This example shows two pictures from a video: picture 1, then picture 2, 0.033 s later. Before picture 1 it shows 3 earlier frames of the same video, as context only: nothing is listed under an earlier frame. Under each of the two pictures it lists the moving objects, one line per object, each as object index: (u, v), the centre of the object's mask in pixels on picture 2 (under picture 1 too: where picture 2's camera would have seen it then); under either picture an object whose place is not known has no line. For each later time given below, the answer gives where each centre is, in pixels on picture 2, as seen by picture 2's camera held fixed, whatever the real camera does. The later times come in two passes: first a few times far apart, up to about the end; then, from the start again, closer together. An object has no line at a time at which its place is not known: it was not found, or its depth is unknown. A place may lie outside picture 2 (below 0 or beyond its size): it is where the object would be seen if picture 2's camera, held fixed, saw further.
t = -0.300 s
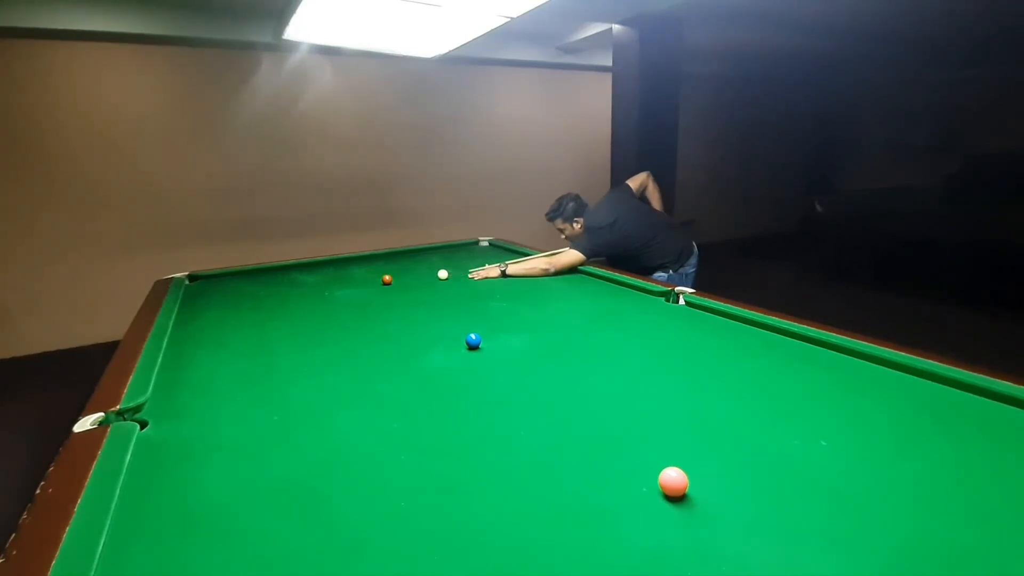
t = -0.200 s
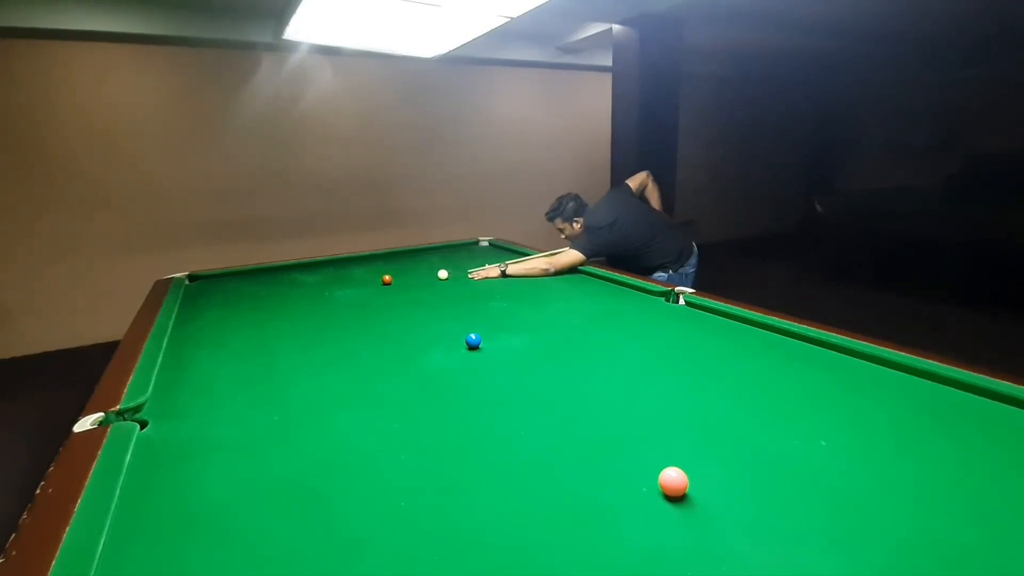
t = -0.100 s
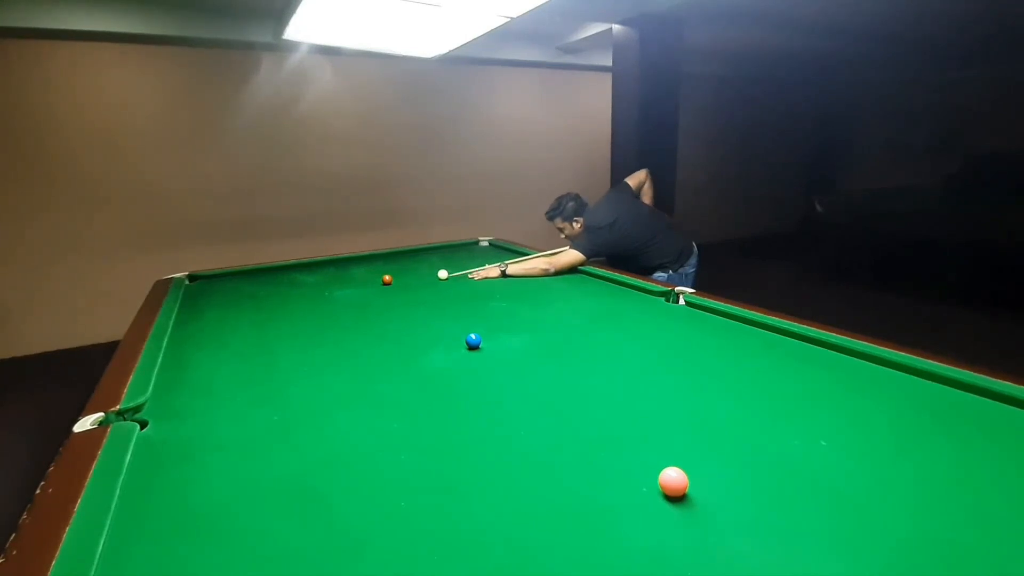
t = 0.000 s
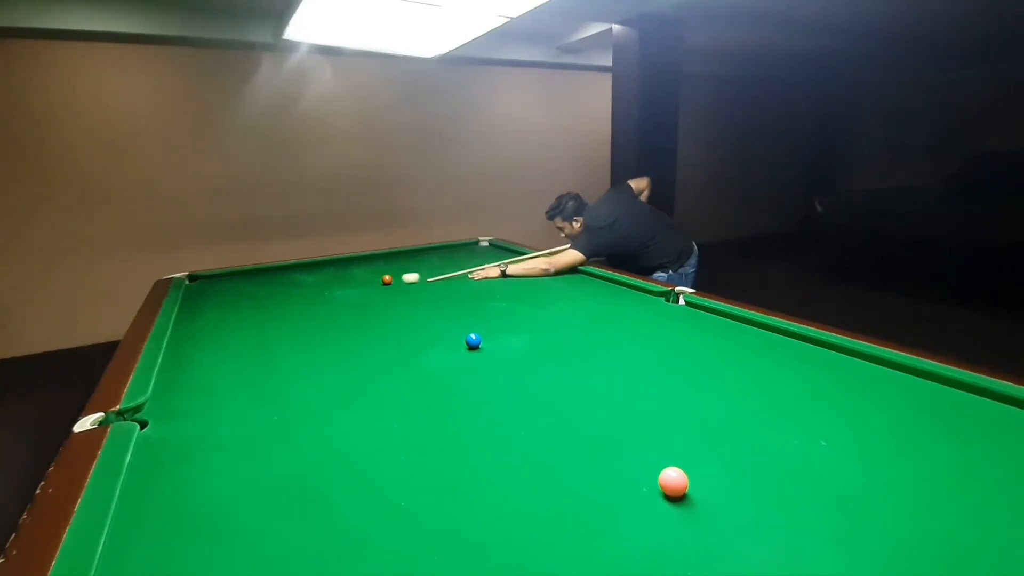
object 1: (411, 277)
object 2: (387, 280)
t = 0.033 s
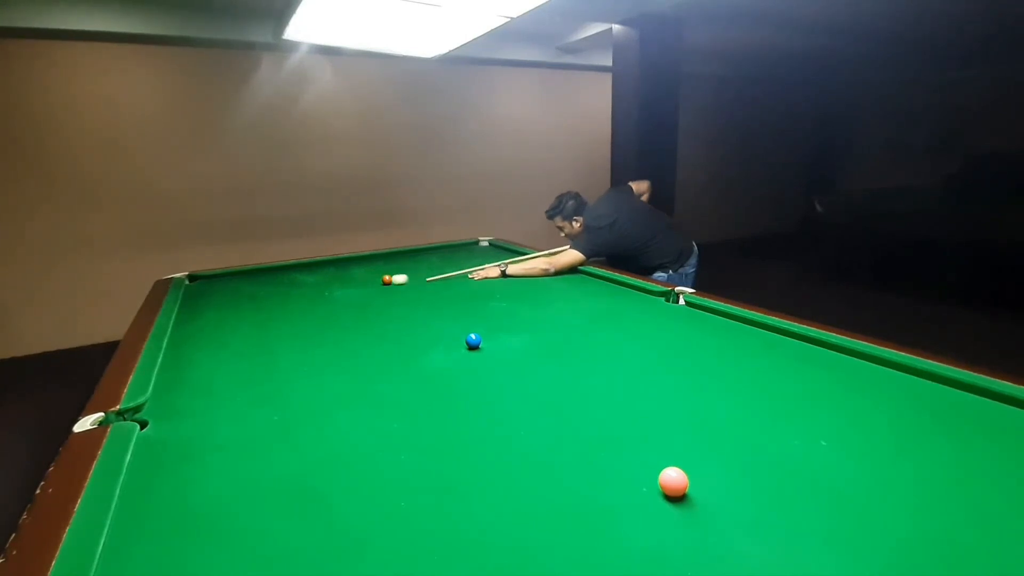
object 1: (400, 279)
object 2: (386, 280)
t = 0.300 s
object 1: (387, 287)
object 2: (332, 280)
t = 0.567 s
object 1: (383, 294)
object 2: (284, 280)
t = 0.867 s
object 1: (378, 301)
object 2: (232, 279)
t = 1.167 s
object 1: (372, 309)
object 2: (188, 279)
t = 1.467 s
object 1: (367, 317)
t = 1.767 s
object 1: (362, 325)
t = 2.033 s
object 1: (358, 331)
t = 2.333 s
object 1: (353, 339)
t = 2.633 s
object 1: (349, 345)
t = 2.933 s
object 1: (346, 352)
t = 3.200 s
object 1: (342, 357)
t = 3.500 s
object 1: (340, 362)
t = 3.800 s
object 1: (338, 366)
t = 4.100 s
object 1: (337, 368)
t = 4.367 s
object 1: (337, 369)
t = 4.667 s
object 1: (337, 369)
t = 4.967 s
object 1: (337, 369)
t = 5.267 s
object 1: (337, 369)
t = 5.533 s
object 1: (337, 369)
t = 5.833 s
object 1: (337, 369)
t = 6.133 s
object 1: (337, 369)
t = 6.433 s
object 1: (337, 369)
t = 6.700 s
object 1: (337, 369)
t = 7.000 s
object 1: (337, 369)
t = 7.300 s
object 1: (337, 369)
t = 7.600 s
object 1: (337, 369)
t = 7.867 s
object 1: (337, 369)
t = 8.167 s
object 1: (337, 370)
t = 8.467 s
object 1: (337, 369)
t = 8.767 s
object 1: (337, 369)
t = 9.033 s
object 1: (337, 369)
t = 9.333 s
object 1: (337, 369)
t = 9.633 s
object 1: (337, 369)
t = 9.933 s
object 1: (337, 369)
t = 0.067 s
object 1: (395, 280)
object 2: (381, 280)
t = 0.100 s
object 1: (393, 281)
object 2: (372, 280)
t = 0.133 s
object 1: (391, 282)
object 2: (365, 280)
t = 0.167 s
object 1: (390, 284)
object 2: (358, 280)
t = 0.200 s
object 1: (389, 285)
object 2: (352, 280)
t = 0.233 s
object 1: (389, 285)
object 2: (345, 280)
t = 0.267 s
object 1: (388, 286)
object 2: (339, 280)
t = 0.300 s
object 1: (387, 287)
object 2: (332, 280)
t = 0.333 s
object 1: (387, 288)
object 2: (326, 280)
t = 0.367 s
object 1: (386, 289)
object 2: (320, 280)
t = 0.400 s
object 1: (386, 290)
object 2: (314, 280)
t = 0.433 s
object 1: (385, 290)
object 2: (308, 280)
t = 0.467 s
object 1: (384, 291)
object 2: (302, 280)
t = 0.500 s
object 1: (384, 292)
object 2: (295, 280)
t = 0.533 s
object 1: (383, 293)
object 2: (290, 280)
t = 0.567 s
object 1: (383, 294)
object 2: (284, 280)
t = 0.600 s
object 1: (382, 295)
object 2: (278, 280)
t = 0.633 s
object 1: (382, 296)
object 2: (272, 280)
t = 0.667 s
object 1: (381, 297)
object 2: (266, 280)
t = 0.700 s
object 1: (381, 297)
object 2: (260, 280)
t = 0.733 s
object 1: (380, 298)
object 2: (255, 280)
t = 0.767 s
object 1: (379, 299)
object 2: (249, 280)
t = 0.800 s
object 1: (379, 300)
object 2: (243, 280)
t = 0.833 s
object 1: (378, 301)
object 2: (238, 279)
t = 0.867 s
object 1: (378, 301)
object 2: (232, 279)
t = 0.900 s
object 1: (377, 302)
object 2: (227, 279)
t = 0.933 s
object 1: (376, 303)
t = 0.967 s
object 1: (376, 304)
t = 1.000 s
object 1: (375, 305)
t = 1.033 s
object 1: (375, 305)
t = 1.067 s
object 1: (374, 307)
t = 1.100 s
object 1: (373, 307)
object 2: (195, 279)
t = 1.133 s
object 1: (373, 308)
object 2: (191, 278)
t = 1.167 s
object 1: (372, 309)
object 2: (188, 279)
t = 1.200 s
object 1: (371, 310)
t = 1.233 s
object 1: (371, 310)
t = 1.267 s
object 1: (370, 312)
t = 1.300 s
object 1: (370, 313)
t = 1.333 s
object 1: (369, 313)
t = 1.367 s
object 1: (368, 315)
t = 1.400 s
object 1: (368, 315)
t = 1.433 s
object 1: (367, 316)
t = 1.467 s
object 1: (367, 317)
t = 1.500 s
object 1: (366, 318)
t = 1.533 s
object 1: (366, 319)
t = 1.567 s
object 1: (365, 320)
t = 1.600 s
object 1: (365, 320)
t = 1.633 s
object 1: (364, 321)
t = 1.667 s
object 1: (364, 322)
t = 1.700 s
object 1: (363, 323)
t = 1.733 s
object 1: (362, 324)
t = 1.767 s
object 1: (362, 325)
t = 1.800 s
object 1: (361, 326)
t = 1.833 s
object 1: (361, 326)
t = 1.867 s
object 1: (360, 327)
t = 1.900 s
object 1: (360, 328)
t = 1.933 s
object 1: (359, 329)
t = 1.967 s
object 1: (359, 330)
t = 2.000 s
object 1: (358, 331)
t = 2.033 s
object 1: (358, 331)
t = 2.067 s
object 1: (357, 332)
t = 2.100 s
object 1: (357, 333)
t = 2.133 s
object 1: (356, 334)
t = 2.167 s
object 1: (356, 335)
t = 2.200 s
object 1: (355, 335)
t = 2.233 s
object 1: (355, 336)
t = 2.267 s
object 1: (354, 337)
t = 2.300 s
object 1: (354, 338)
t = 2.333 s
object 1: (353, 339)
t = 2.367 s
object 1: (353, 339)
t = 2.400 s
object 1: (352, 340)
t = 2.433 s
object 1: (352, 341)
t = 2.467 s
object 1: (352, 342)
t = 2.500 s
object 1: (351, 342)
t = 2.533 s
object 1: (351, 343)
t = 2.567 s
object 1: (350, 344)
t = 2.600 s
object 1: (350, 345)
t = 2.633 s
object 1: (349, 345)
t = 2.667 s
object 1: (349, 346)
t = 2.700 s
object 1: (348, 347)
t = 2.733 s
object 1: (348, 348)
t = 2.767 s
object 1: (348, 348)
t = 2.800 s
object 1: (347, 349)
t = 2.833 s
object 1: (347, 350)
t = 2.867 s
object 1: (346, 351)
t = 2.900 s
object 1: (346, 351)
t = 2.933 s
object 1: (346, 352)
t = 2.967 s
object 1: (345, 353)
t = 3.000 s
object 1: (345, 353)
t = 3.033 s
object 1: (344, 354)
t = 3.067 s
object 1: (344, 355)
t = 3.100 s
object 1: (344, 355)
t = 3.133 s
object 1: (343, 356)
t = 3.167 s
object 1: (343, 356)
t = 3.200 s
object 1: (342, 357)
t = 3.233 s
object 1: (342, 358)
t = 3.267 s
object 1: (342, 358)
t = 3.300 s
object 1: (342, 359)
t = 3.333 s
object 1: (341, 359)
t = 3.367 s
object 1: (341, 360)
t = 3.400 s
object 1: (340, 360)
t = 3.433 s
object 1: (340, 361)
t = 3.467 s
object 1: (340, 361)
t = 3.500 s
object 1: (340, 362)
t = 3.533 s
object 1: (339, 362)
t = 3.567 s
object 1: (339, 363)
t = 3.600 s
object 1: (339, 363)
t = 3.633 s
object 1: (339, 364)
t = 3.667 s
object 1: (338, 364)
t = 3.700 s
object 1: (338, 365)
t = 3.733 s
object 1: (338, 365)
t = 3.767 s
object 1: (338, 365)
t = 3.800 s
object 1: (338, 366)
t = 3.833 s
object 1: (338, 366)
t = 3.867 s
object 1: (337, 366)
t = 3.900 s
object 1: (337, 367)
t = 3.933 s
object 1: (337, 367)
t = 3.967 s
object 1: (337, 367)
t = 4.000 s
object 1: (337, 367)
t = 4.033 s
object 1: (337, 367)
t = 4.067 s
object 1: (337, 368)
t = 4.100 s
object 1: (337, 368)
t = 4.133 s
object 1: (337, 368)
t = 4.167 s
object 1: (337, 368)
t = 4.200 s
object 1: (337, 368)
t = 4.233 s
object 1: (337, 369)
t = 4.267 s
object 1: (337, 369)
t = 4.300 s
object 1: (337, 369)
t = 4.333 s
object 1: (337, 369)
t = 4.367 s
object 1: (337, 369)
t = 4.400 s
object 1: (337, 369)
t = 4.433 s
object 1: (337, 369)
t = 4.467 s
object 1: (337, 369)
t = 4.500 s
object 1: (337, 369)
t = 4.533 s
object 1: (337, 369)
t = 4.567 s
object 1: (337, 369)
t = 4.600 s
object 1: (337, 369)
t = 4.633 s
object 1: (337, 369)
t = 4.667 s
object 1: (337, 369)
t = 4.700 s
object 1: (337, 369)
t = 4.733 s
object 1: (337, 369)
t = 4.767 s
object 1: (337, 369)
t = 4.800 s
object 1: (337, 369)
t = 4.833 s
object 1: (337, 369)
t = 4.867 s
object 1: (337, 369)
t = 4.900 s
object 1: (337, 369)
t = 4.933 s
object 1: (337, 369)
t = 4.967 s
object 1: (337, 369)
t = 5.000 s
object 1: (337, 369)
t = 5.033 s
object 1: (337, 369)
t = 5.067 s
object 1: (337, 369)
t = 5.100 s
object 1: (337, 369)
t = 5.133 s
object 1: (337, 369)
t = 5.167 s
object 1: (337, 369)
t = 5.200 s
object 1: (337, 369)
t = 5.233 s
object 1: (337, 369)
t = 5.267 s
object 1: (337, 369)
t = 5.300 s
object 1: (337, 369)
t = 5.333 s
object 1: (337, 369)
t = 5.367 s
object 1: (337, 369)
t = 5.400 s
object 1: (337, 369)
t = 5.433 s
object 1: (337, 369)
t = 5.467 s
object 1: (337, 369)
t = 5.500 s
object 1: (337, 369)
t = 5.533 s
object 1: (337, 369)
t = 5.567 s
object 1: (337, 369)
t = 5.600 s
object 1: (337, 369)
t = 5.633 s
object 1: (337, 369)
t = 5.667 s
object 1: (337, 369)
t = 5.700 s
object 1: (337, 369)
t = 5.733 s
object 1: (337, 369)
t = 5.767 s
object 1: (337, 369)
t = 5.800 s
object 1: (337, 369)
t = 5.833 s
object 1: (337, 369)
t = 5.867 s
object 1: (337, 369)
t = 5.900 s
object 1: (337, 369)
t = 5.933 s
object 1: (337, 369)
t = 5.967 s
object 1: (337, 369)
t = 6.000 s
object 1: (337, 369)
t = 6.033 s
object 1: (337, 369)
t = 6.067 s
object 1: (337, 369)
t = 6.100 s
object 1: (337, 369)
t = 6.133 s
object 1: (337, 369)
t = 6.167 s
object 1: (337, 369)
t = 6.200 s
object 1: (337, 369)
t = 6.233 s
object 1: (337, 369)
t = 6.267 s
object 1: (337, 369)
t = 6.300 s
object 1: (337, 369)
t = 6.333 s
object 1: (337, 369)
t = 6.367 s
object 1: (337, 369)
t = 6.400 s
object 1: (337, 369)
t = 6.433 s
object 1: (337, 369)
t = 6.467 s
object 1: (337, 369)
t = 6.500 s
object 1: (337, 369)
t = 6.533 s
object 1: (337, 369)
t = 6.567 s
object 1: (337, 369)
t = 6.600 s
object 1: (337, 369)
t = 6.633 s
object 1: (337, 369)
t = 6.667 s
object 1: (337, 369)
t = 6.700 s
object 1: (337, 369)
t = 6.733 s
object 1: (337, 369)
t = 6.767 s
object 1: (337, 369)
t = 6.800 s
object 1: (337, 369)
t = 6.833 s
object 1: (337, 369)
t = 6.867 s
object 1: (337, 369)
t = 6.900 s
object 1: (337, 369)
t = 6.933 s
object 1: (337, 369)
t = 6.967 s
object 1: (337, 369)
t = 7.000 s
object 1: (337, 369)
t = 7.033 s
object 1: (337, 369)
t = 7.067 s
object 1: (337, 369)
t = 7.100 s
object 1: (337, 369)
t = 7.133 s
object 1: (337, 369)
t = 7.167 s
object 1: (337, 369)
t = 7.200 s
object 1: (337, 369)
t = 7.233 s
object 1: (337, 369)
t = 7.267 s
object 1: (337, 369)
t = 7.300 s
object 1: (337, 369)
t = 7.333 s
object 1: (337, 369)
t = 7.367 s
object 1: (337, 369)
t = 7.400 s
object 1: (337, 369)
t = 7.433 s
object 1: (337, 369)
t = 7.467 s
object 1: (337, 369)
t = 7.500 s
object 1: (337, 369)
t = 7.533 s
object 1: (337, 369)
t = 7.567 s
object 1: (337, 369)
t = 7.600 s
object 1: (337, 369)
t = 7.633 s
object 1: (337, 369)
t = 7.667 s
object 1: (337, 369)
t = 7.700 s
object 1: (337, 369)
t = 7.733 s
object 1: (337, 369)
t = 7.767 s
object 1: (337, 369)
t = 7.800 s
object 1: (337, 369)
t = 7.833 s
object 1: (337, 369)
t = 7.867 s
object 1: (337, 369)
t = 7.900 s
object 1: (337, 369)
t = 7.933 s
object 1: (337, 369)
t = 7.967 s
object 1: (337, 369)
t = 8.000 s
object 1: (337, 369)
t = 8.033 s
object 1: (337, 369)
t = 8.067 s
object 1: (337, 369)
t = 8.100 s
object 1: (337, 369)
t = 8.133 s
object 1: (337, 370)
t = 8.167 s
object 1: (337, 370)
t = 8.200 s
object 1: (337, 370)
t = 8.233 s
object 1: (337, 369)
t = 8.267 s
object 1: (337, 369)
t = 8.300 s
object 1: (337, 369)
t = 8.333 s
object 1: (337, 369)
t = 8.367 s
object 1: (337, 369)
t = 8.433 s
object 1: (337, 369)
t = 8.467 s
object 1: (337, 369)
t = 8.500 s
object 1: (337, 369)
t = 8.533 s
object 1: (337, 369)
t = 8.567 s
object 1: (337, 369)
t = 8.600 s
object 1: (337, 369)
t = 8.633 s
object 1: (337, 369)
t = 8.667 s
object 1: (337, 369)
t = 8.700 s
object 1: (337, 369)
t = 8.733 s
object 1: (337, 369)
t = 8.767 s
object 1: (337, 369)
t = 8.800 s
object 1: (337, 369)
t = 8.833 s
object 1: (337, 369)
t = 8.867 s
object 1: (337, 369)
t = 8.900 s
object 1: (337, 369)
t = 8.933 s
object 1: (337, 369)
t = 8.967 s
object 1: (337, 369)
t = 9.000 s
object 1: (337, 369)
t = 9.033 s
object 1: (337, 369)
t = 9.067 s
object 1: (337, 370)
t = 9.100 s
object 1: (337, 369)
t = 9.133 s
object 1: (337, 369)
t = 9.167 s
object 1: (337, 369)
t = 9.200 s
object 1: (337, 370)
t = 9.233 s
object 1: (337, 370)
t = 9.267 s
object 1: (337, 370)
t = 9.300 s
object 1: (337, 370)
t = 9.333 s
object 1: (337, 369)
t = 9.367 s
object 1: (337, 369)
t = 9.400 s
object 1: (337, 369)
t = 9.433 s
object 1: (337, 369)
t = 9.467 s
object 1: (337, 369)
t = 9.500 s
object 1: (337, 369)
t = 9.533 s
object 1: (337, 369)
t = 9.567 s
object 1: (337, 369)
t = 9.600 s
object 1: (337, 369)
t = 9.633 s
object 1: (337, 369)
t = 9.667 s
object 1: (337, 369)
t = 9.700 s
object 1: (337, 369)
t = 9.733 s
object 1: (337, 369)
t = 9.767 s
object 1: (337, 369)
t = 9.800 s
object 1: (337, 369)
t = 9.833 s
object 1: (337, 369)
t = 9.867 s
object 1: (337, 369)
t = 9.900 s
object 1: (337, 369)
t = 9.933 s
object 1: (337, 369)
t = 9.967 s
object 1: (337, 369)
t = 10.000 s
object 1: (337, 369)
